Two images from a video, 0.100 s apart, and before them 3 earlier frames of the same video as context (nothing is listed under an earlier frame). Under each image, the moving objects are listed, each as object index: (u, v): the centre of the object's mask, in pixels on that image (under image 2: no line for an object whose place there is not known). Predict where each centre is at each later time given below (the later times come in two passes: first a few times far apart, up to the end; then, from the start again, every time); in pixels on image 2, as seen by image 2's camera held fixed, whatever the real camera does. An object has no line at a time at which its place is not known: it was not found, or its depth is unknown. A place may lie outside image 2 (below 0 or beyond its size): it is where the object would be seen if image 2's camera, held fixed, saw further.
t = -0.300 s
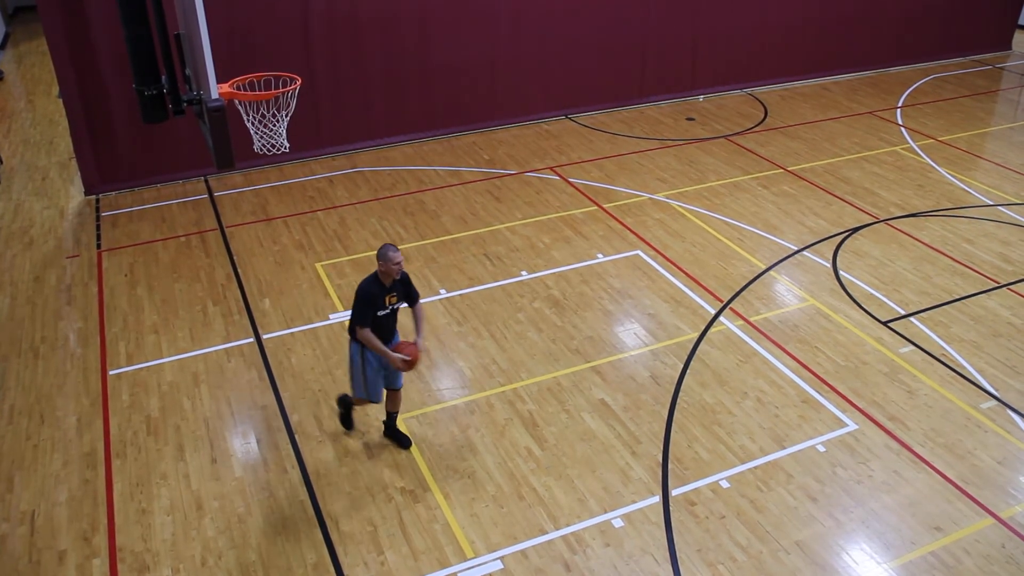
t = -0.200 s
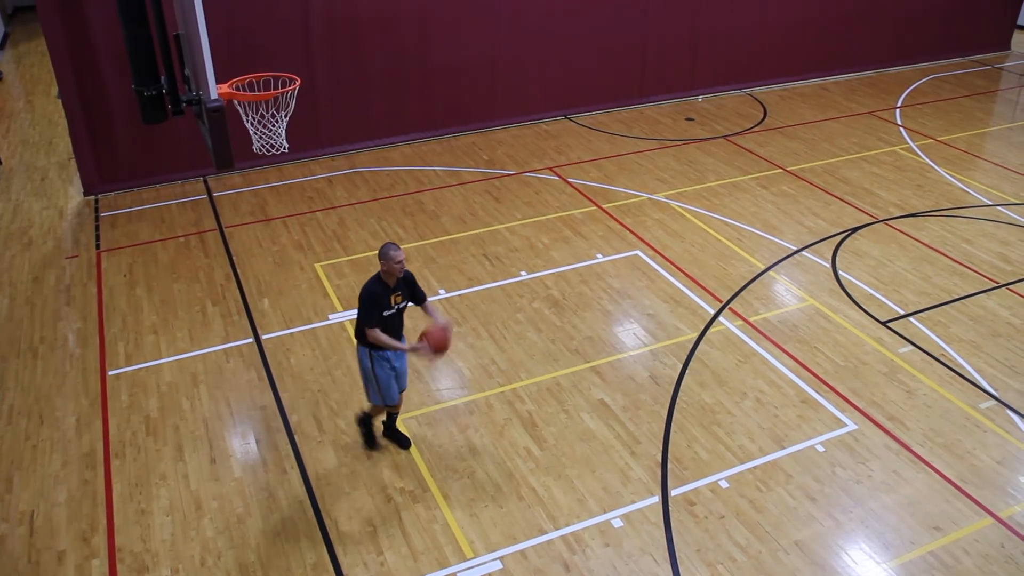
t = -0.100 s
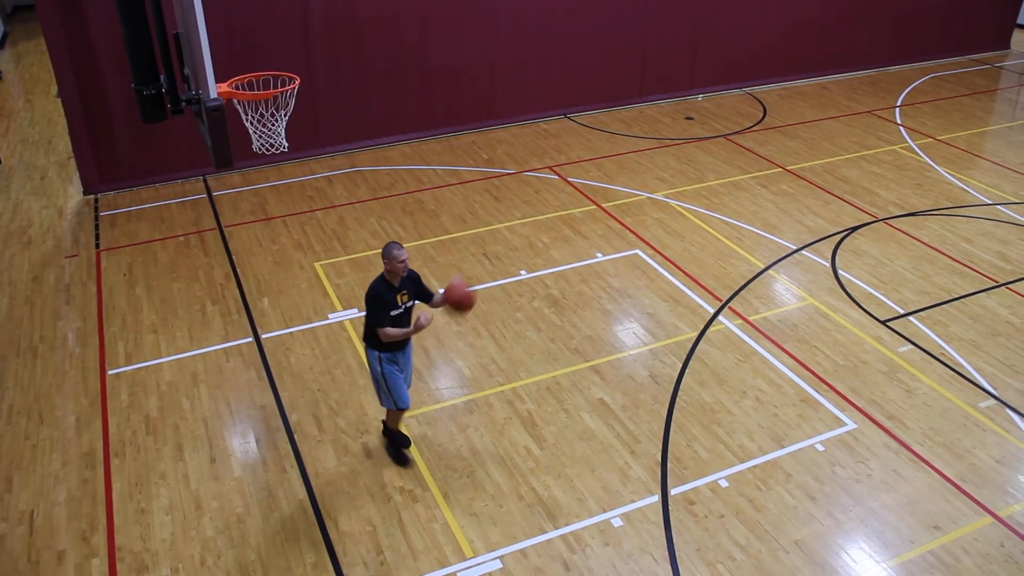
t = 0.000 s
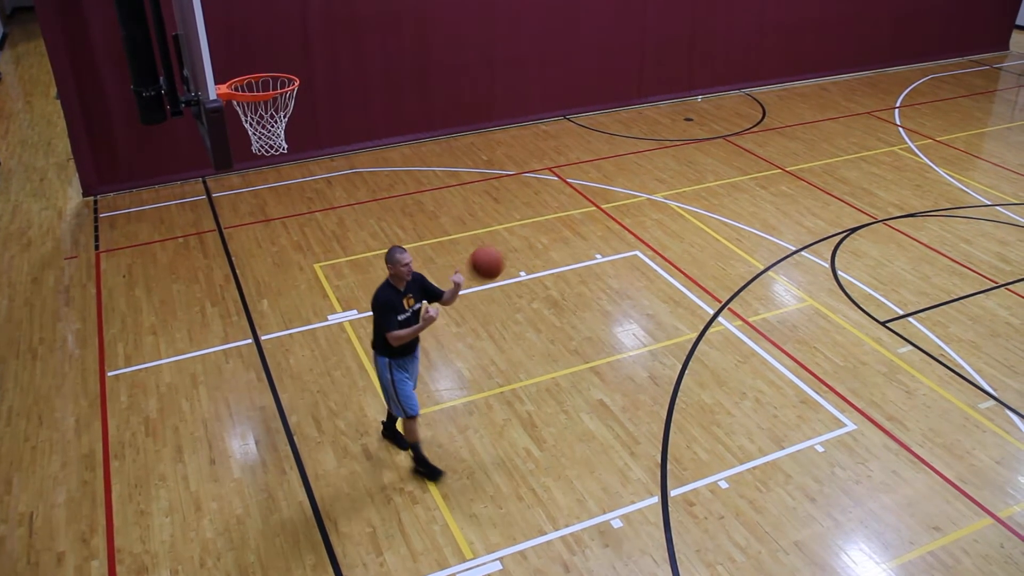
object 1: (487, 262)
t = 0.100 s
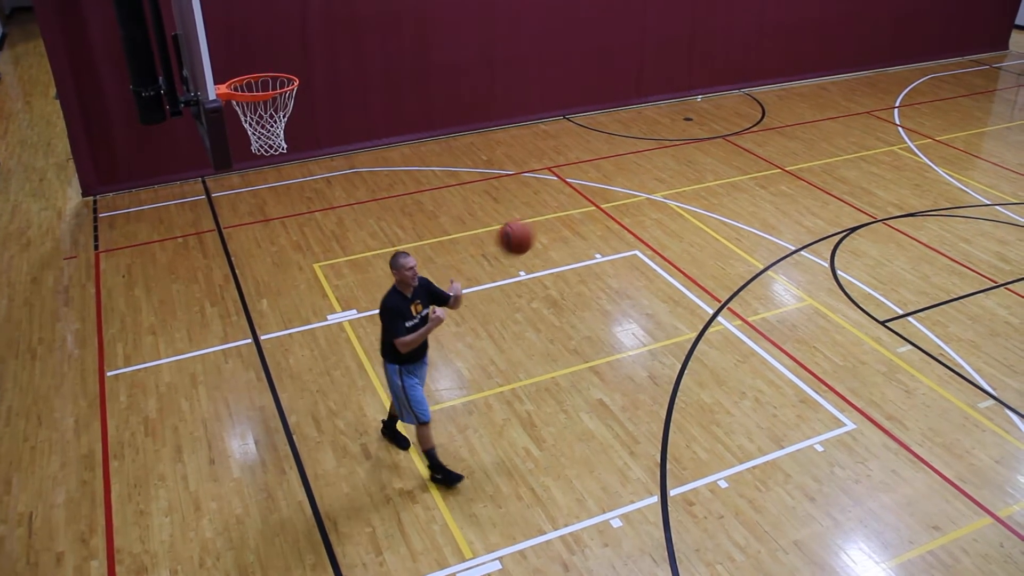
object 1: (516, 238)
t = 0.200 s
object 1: (547, 223)
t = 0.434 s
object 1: (623, 243)
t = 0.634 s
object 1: (687, 321)
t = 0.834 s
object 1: (741, 443)
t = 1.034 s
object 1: (772, 527)
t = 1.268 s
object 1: (764, 432)
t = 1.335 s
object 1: (759, 415)
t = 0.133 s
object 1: (526, 231)
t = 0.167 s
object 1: (536, 227)
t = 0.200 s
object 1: (547, 223)
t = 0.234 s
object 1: (557, 221)
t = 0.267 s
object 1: (568, 221)
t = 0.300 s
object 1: (580, 223)
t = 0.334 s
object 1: (591, 226)
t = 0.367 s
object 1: (601, 230)
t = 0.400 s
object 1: (612, 236)
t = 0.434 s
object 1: (623, 243)
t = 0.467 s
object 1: (634, 253)
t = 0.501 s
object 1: (646, 265)
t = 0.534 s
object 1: (657, 277)
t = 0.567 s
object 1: (666, 291)
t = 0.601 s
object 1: (676, 305)
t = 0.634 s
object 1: (687, 321)
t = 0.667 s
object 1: (697, 340)
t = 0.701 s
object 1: (707, 359)
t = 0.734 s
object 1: (716, 378)
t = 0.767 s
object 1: (725, 399)
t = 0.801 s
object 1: (733, 421)
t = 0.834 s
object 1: (741, 443)
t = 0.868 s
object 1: (749, 468)
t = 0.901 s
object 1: (756, 491)
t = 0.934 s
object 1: (764, 515)
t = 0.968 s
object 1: (770, 539)
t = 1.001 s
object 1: (773, 543)
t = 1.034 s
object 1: (772, 527)
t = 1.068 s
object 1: (772, 511)
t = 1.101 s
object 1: (771, 495)
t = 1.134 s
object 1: (770, 480)
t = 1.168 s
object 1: (770, 468)
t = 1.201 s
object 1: (768, 454)
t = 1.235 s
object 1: (766, 442)
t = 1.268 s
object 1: (764, 432)
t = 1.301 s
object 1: (762, 423)
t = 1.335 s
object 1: (759, 415)
